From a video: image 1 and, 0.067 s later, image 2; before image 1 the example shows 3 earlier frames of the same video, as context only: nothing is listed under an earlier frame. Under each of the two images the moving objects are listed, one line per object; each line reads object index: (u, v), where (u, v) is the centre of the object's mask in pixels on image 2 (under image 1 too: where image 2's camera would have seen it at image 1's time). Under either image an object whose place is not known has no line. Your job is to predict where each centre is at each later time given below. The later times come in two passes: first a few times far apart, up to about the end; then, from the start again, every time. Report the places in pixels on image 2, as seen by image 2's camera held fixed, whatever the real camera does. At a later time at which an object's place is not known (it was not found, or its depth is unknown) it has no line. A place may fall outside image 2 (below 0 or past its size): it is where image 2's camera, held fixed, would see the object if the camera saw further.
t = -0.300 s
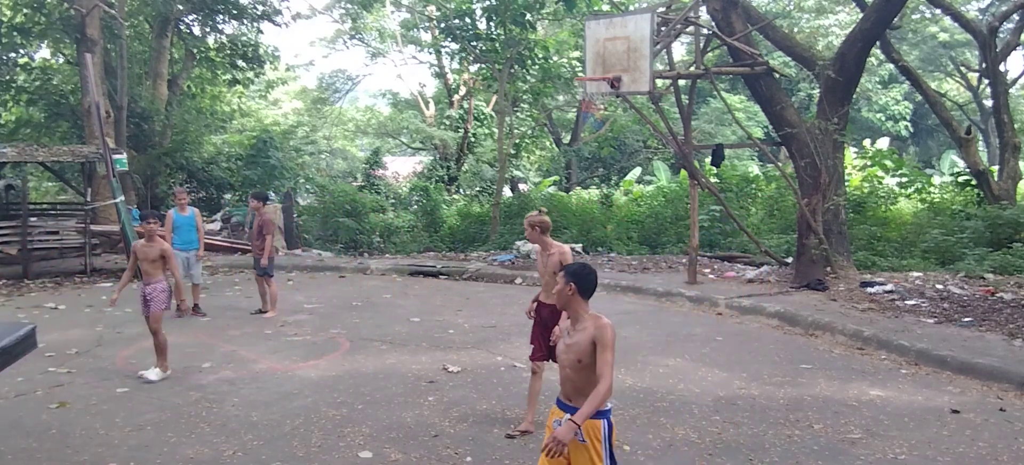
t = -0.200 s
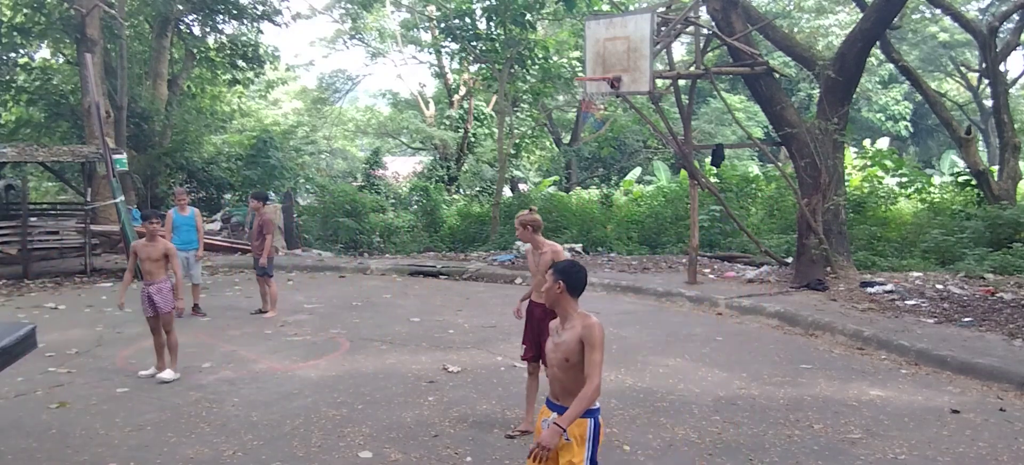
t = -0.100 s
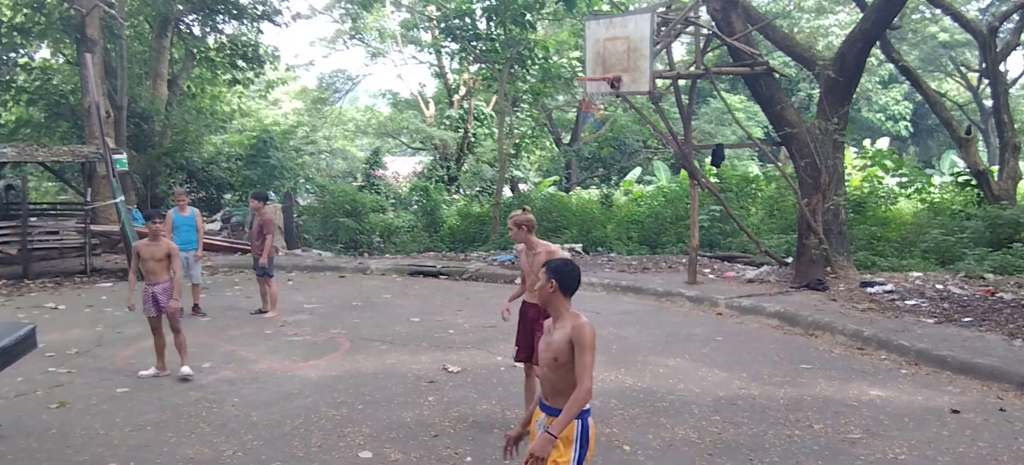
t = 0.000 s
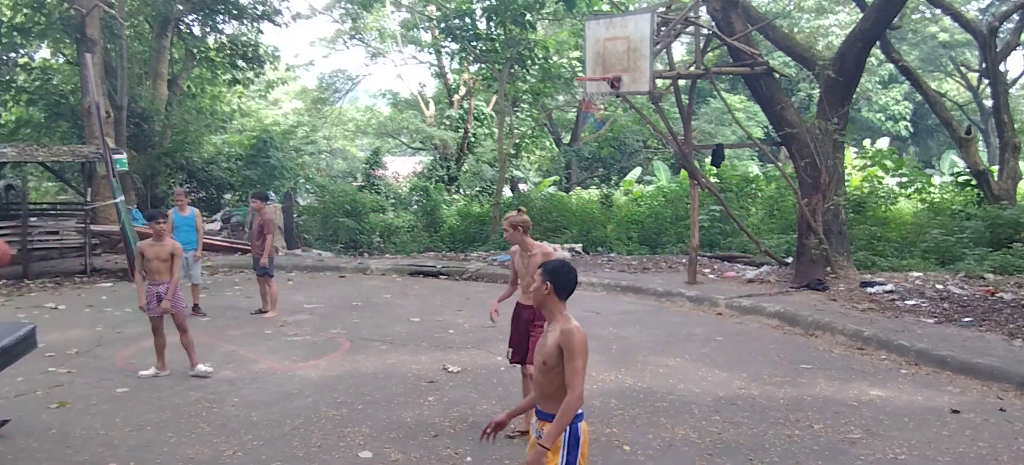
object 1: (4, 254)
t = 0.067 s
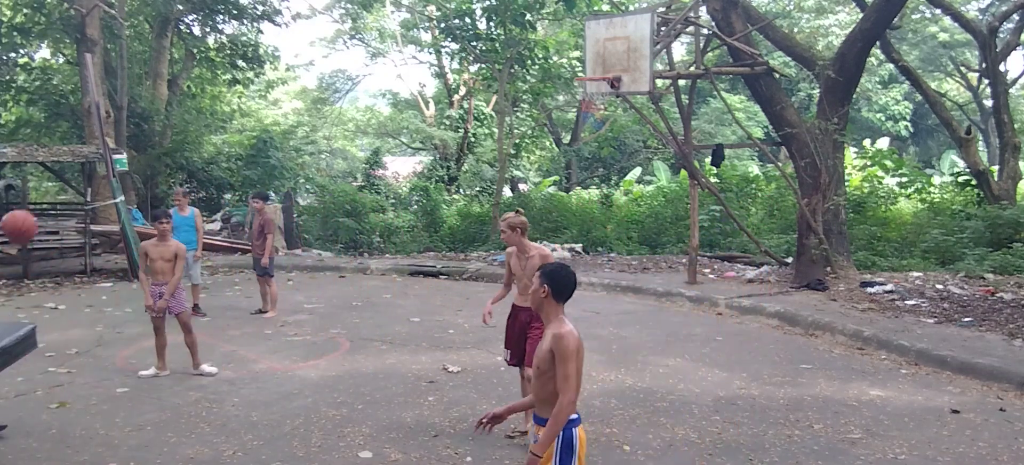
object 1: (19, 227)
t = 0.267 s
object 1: (112, 168)
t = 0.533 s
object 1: (278, 176)
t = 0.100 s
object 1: (33, 214)
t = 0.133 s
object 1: (47, 202)
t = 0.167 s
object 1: (63, 192)
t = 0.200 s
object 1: (79, 182)
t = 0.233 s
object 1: (94, 174)
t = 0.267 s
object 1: (112, 168)
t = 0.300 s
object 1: (130, 162)
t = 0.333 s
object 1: (148, 159)
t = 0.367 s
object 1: (167, 157)
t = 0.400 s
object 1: (188, 157)
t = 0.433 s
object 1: (209, 159)
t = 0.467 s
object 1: (232, 162)
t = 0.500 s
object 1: (254, 168)
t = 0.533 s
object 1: (278, 176)
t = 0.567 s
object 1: (304, 186)
